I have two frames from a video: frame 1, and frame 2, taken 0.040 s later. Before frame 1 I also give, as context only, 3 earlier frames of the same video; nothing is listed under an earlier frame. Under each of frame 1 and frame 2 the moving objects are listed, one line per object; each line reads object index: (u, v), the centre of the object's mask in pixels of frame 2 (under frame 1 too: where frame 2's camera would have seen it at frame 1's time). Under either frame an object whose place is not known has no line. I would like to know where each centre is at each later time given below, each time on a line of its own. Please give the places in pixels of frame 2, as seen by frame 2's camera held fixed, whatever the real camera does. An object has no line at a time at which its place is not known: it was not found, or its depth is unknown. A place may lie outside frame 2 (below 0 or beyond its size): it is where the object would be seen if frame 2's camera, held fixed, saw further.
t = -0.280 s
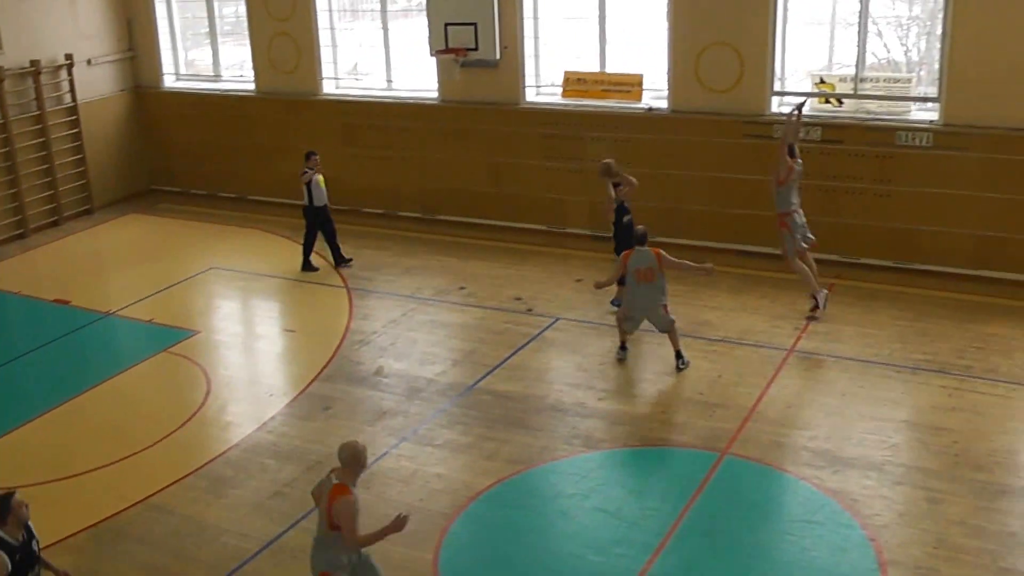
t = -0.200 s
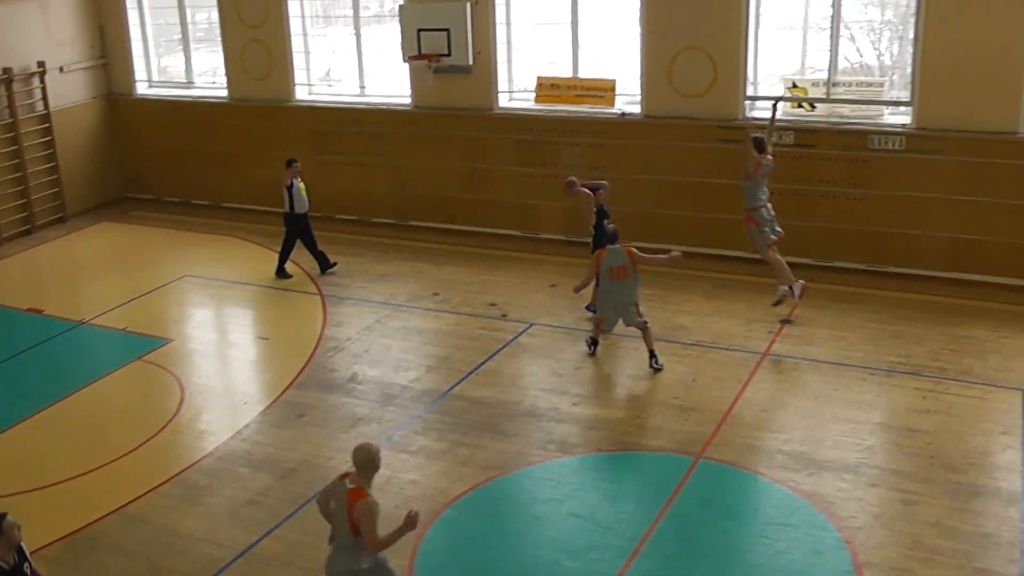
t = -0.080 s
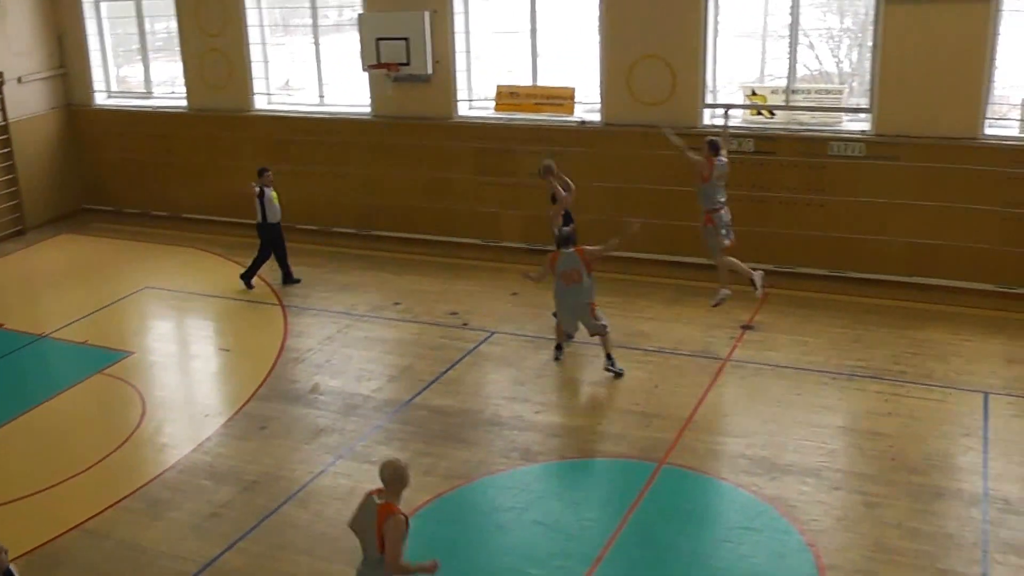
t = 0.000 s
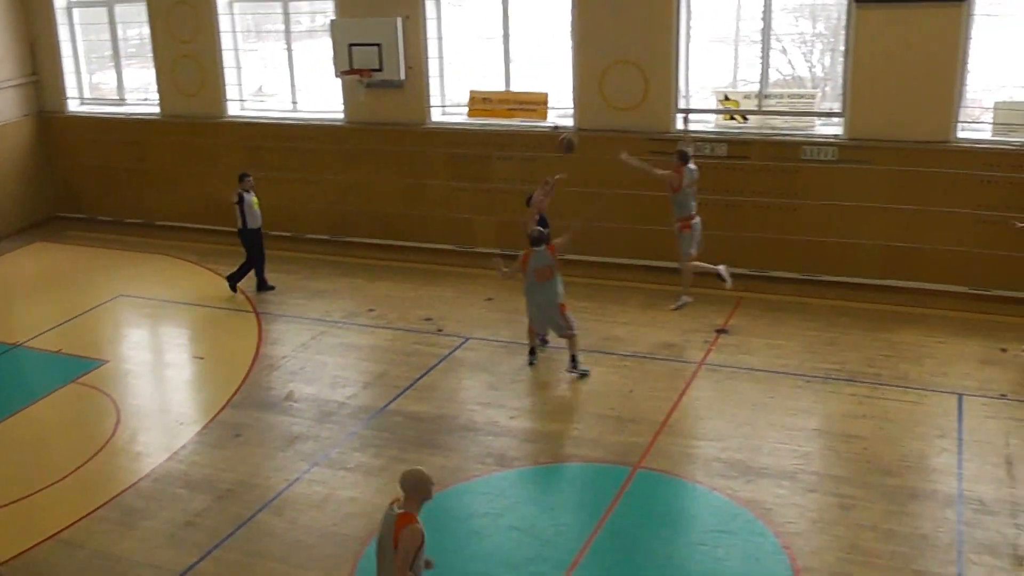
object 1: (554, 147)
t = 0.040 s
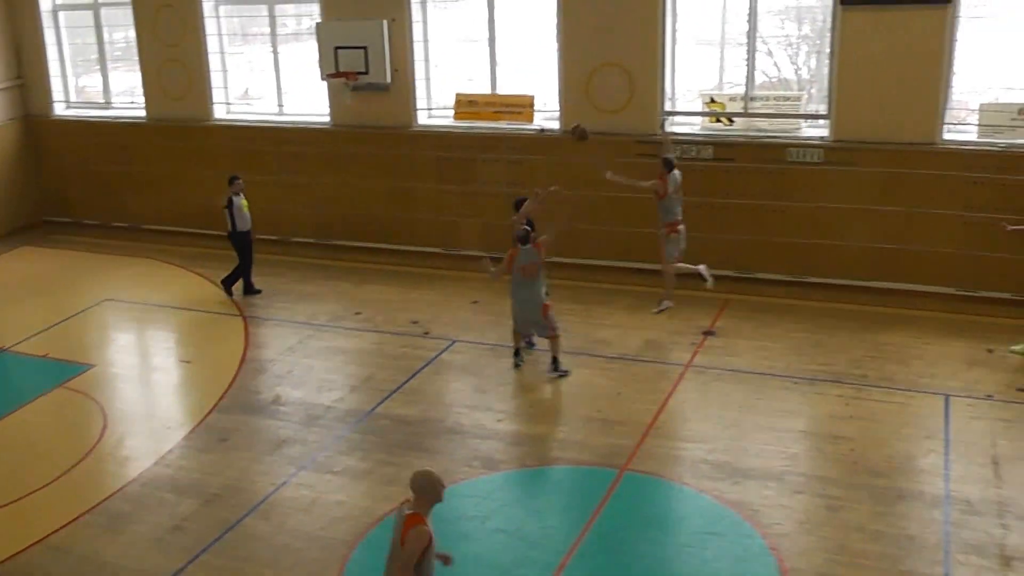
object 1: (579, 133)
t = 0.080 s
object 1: (605, 121)
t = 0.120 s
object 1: (631, 109)
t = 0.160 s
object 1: (657, 97)
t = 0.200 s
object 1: (682, 88)
